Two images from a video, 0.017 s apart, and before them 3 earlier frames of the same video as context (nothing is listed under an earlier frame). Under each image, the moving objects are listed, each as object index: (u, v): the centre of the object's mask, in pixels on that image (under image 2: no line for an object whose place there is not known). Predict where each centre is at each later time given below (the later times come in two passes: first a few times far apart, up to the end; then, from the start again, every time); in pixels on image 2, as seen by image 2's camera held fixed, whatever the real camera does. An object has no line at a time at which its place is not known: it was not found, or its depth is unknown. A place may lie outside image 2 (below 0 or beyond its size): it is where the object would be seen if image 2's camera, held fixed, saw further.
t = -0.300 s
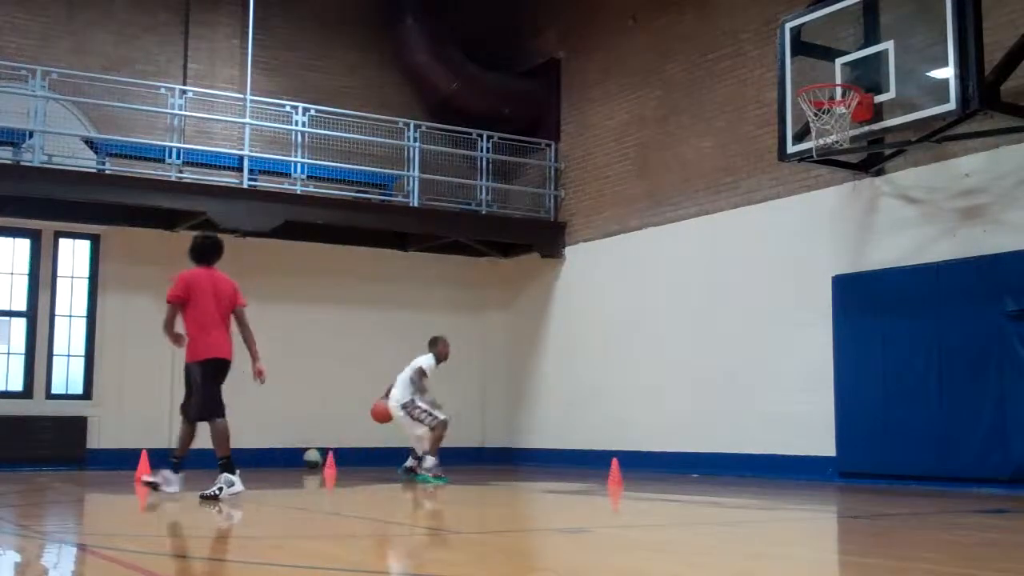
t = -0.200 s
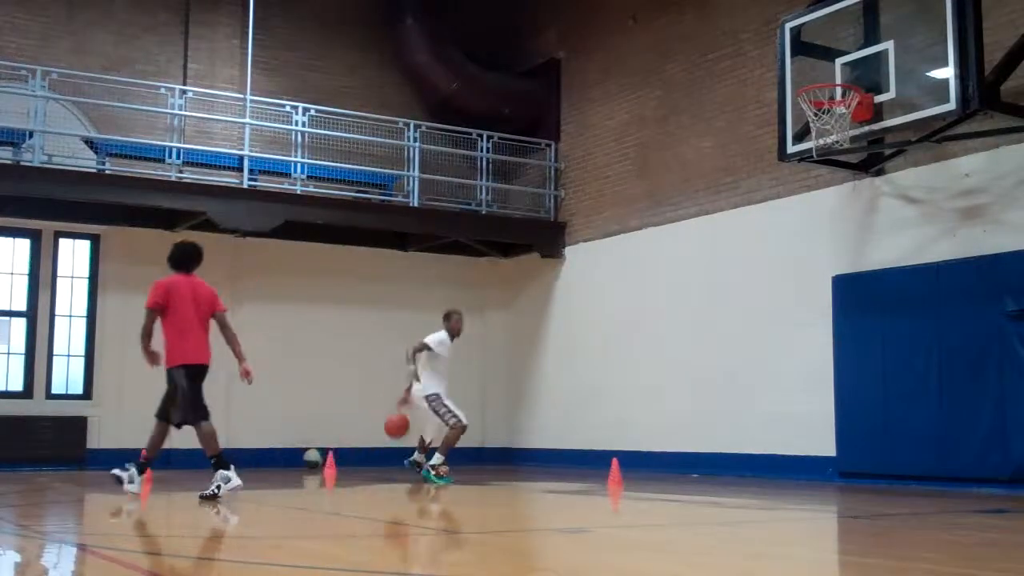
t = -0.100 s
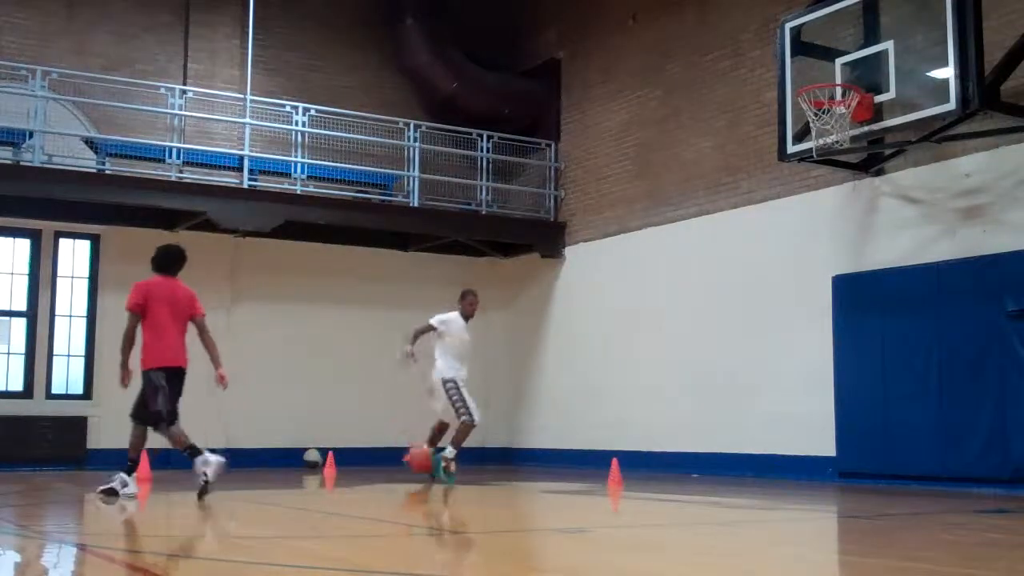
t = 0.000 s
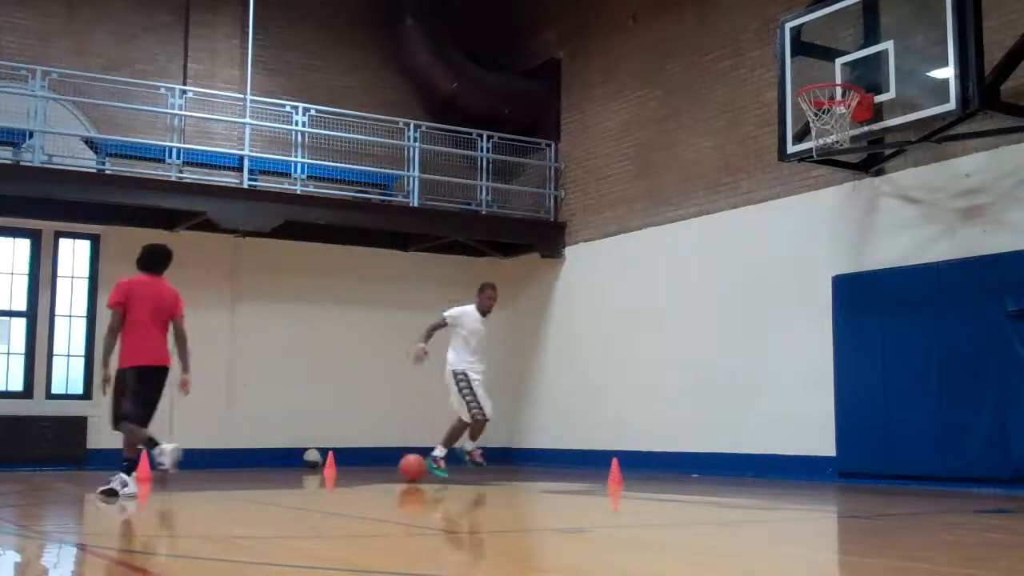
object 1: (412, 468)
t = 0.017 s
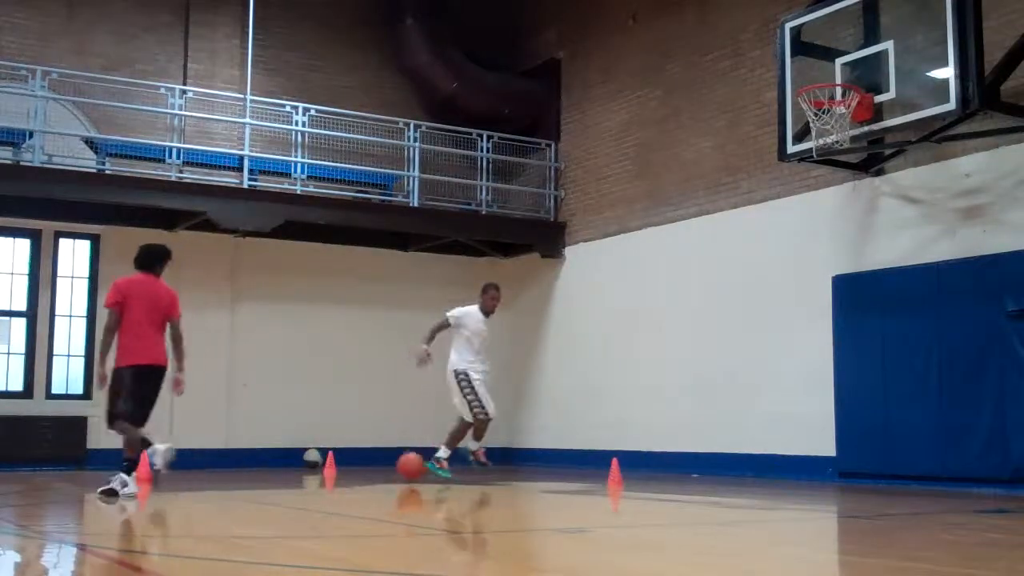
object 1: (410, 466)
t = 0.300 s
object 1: (367, 469)
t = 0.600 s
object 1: (314, 479)
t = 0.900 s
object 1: (248, 486)
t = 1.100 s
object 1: (194, 493)
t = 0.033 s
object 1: (408, 465)
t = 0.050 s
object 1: (405, 463)
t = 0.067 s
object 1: (404, 463)
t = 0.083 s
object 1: (401, 463)
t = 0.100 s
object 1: (399, 463)
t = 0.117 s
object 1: (397, 463)
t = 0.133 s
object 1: (395, 463)
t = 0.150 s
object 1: (393, 464)
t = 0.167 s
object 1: (390, 464)
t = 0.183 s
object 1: (386, 467)
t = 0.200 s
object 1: (384, 470)
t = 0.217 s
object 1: (382, 472)
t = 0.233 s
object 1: (379, 472)
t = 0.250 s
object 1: (377, 472)
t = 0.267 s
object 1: (374, 470)
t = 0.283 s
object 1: (371, 469)
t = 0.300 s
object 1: (367, 469)
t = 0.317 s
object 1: (365, 468)
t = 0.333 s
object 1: (363, 468)
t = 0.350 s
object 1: (360, 469)
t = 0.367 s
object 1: (358, 469)
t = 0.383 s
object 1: (355, 470)
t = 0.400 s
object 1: (352, 472)
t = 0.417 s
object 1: (349, 474)
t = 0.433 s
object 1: (346, 476)
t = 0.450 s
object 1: (343, 477)
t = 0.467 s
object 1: (340, 476)
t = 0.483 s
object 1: (338, 475)
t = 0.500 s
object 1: (334, 474)
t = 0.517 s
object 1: (330, 474)
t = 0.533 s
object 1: (327, 474)
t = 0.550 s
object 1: (324, 475)
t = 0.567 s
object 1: (321, 476)
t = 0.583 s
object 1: (318, 477)
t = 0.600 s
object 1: (314, 479)
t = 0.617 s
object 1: (311, 481)
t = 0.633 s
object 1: (307, 480)
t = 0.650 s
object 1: (304, 479)
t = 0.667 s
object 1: (301, 479)
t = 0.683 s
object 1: (297, 479)
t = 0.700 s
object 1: (294, 479)
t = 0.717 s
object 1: (290, 480)
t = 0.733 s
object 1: (287, 481)
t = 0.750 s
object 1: (283, 483)
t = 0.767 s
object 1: (278, 484)
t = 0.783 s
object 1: (275, 483)
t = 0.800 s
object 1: (272, 483)
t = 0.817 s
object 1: (269, 483)
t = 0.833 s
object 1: (264, 483)
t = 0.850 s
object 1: (260, 485)
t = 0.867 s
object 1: (256, 486)
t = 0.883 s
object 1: (252, 486)
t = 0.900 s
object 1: (248, 486)
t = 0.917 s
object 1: (244, 486)
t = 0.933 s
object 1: (240, 486)
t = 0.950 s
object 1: (235, 487)
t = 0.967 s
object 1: (231, 489)
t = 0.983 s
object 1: (227, 489)
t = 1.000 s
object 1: (222, 489)
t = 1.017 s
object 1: (218, 489)
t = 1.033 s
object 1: (213, 490)
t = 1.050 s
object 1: (208, 491)
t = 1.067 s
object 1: (204, 491)
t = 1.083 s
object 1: (199, 491)
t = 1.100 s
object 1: (194, 493)
